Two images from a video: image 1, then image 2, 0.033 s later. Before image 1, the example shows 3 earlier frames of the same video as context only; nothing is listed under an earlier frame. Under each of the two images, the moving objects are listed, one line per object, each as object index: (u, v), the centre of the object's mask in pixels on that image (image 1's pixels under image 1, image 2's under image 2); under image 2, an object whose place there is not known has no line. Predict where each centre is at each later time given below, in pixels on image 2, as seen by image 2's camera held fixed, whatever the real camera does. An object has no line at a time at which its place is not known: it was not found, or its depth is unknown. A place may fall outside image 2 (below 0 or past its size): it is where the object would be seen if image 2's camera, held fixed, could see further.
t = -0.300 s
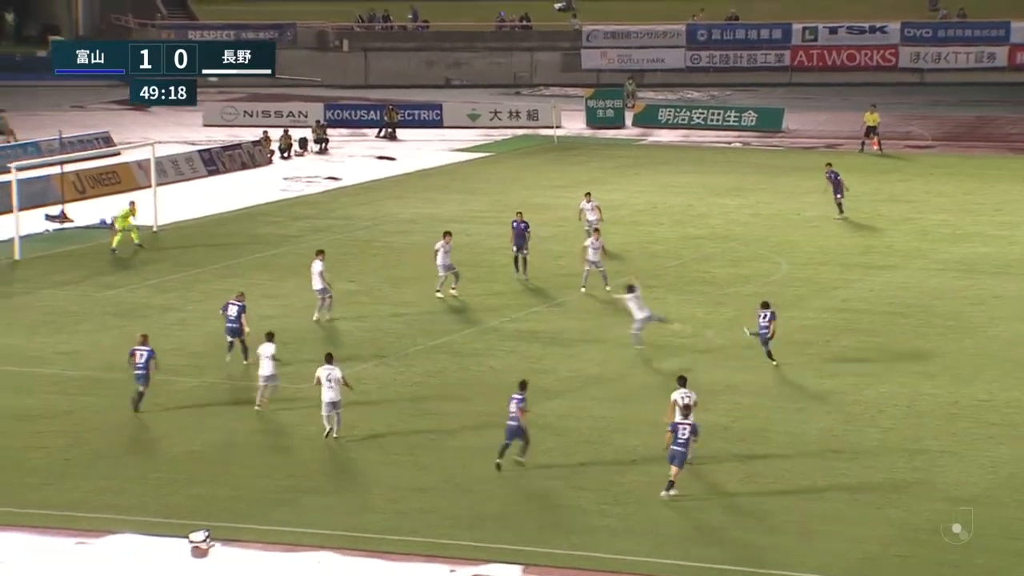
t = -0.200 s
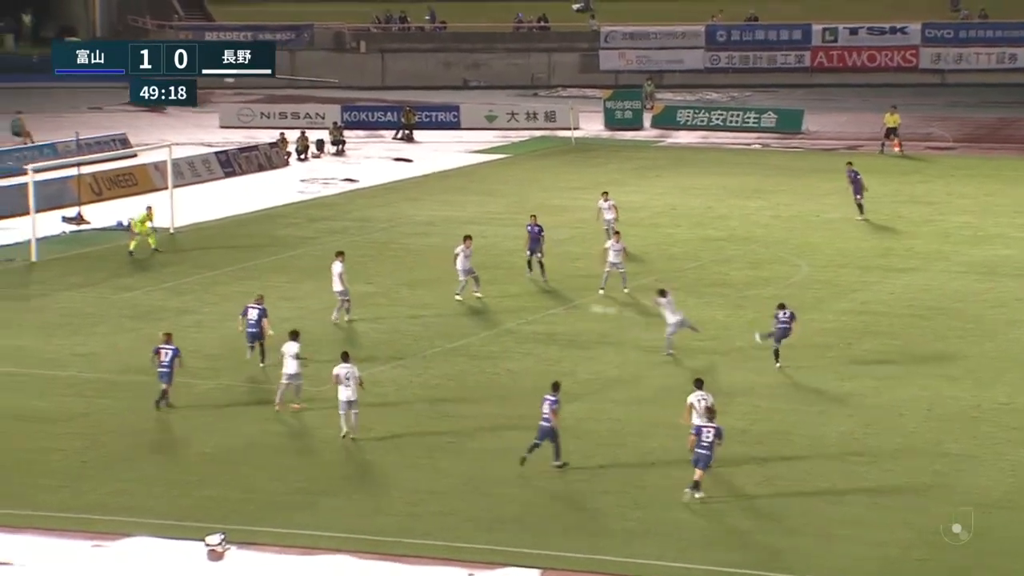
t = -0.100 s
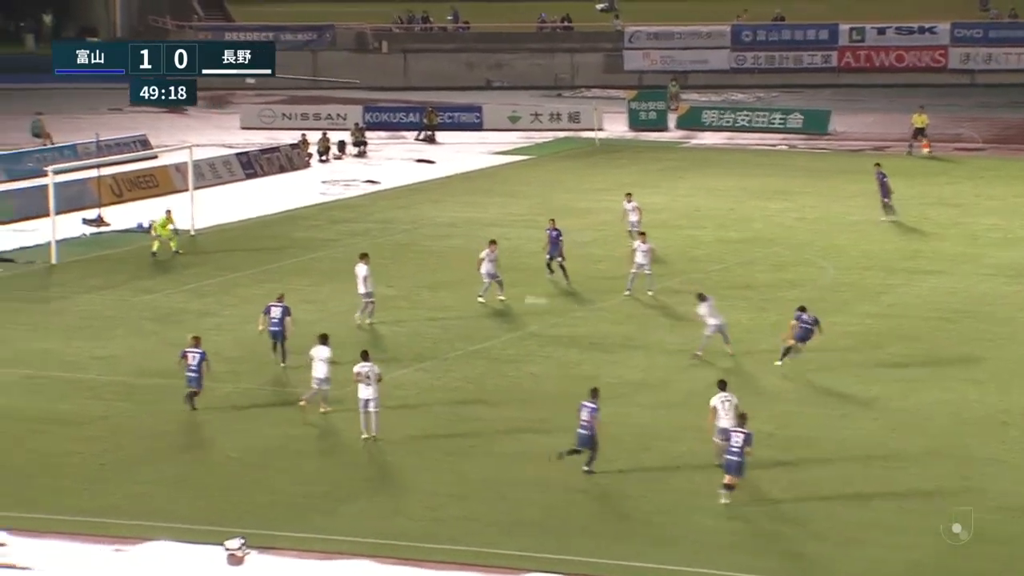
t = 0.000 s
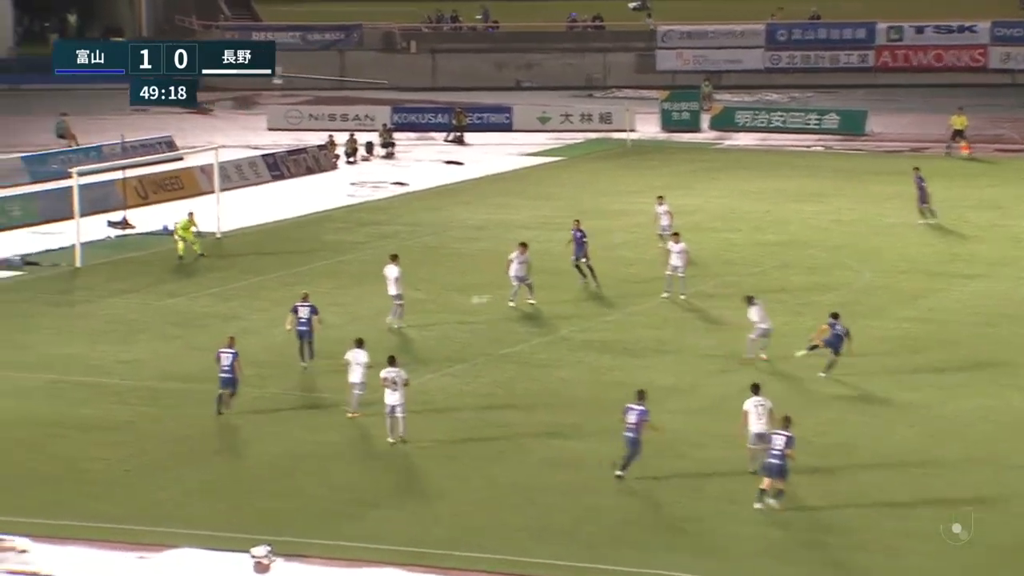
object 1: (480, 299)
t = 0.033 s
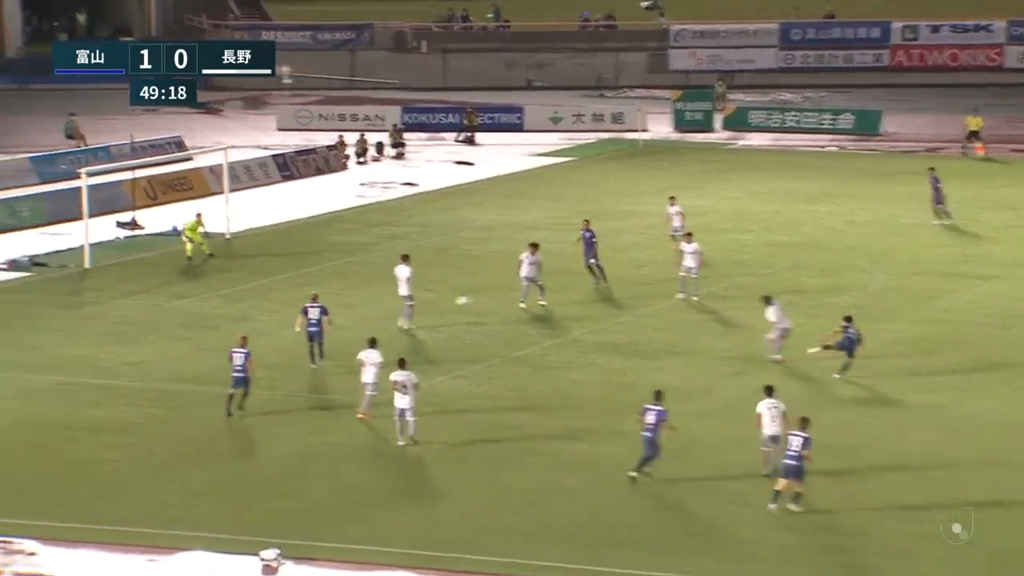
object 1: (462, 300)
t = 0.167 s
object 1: (356, 294)
